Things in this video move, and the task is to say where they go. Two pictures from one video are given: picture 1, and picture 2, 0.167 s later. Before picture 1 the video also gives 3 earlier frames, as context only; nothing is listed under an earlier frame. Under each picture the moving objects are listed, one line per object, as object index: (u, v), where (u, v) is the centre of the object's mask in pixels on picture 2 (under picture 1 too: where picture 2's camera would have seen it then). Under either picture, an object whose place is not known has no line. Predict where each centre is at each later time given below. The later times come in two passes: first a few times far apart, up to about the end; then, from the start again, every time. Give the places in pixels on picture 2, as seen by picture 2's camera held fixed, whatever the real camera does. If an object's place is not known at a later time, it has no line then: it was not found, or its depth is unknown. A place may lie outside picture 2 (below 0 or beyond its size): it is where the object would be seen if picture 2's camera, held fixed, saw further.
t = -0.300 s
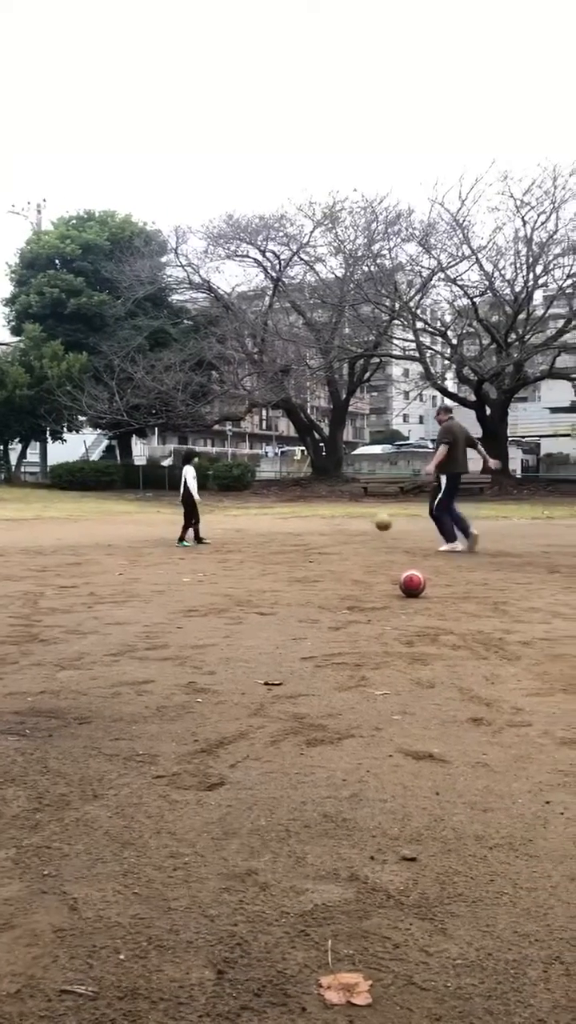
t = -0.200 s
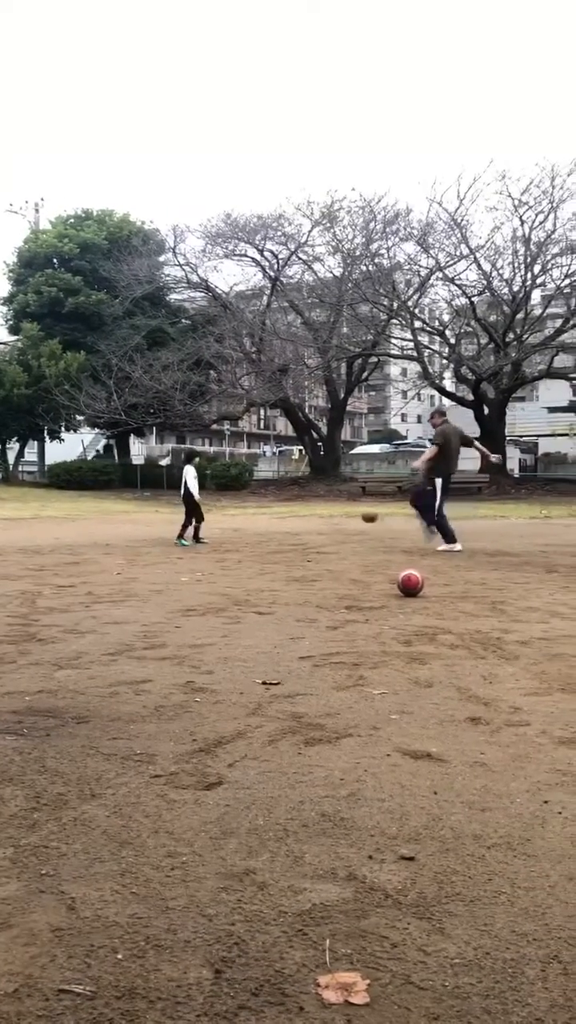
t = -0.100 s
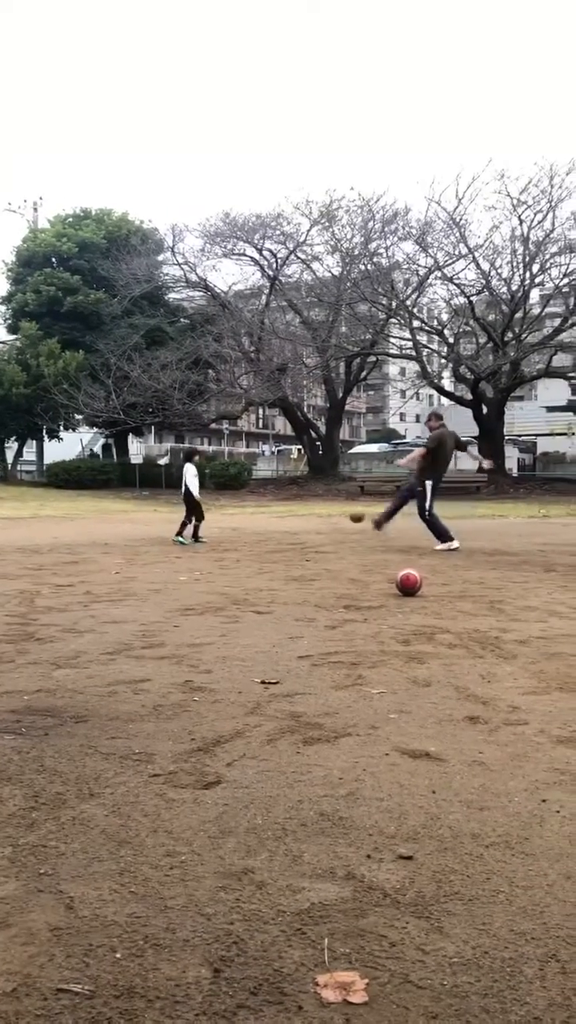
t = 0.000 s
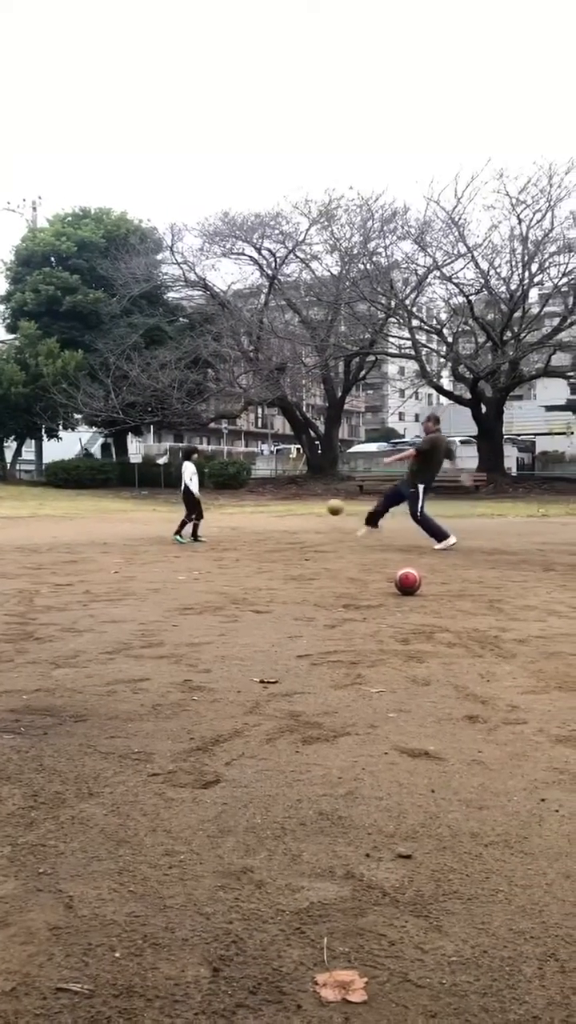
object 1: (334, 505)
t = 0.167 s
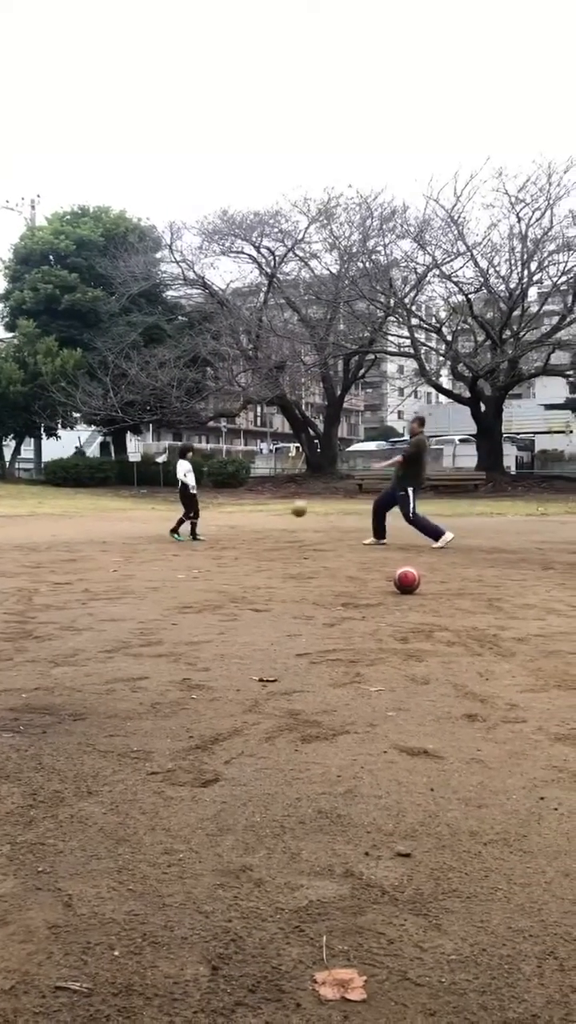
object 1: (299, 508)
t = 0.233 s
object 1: (285, 517)
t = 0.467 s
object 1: (247, 524)
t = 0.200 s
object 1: (291, 514)
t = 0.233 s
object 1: (285, 517)
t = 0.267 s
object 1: (278, 523)
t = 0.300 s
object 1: (271, 527)
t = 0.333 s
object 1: (265, 532)
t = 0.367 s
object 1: (260, 534)
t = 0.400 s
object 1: (256, 530)
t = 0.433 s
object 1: (251, 526)
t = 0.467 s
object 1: (247, 524)
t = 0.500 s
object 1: (243, 521)
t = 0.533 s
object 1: (239, 520)
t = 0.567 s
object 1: (235, 520)
